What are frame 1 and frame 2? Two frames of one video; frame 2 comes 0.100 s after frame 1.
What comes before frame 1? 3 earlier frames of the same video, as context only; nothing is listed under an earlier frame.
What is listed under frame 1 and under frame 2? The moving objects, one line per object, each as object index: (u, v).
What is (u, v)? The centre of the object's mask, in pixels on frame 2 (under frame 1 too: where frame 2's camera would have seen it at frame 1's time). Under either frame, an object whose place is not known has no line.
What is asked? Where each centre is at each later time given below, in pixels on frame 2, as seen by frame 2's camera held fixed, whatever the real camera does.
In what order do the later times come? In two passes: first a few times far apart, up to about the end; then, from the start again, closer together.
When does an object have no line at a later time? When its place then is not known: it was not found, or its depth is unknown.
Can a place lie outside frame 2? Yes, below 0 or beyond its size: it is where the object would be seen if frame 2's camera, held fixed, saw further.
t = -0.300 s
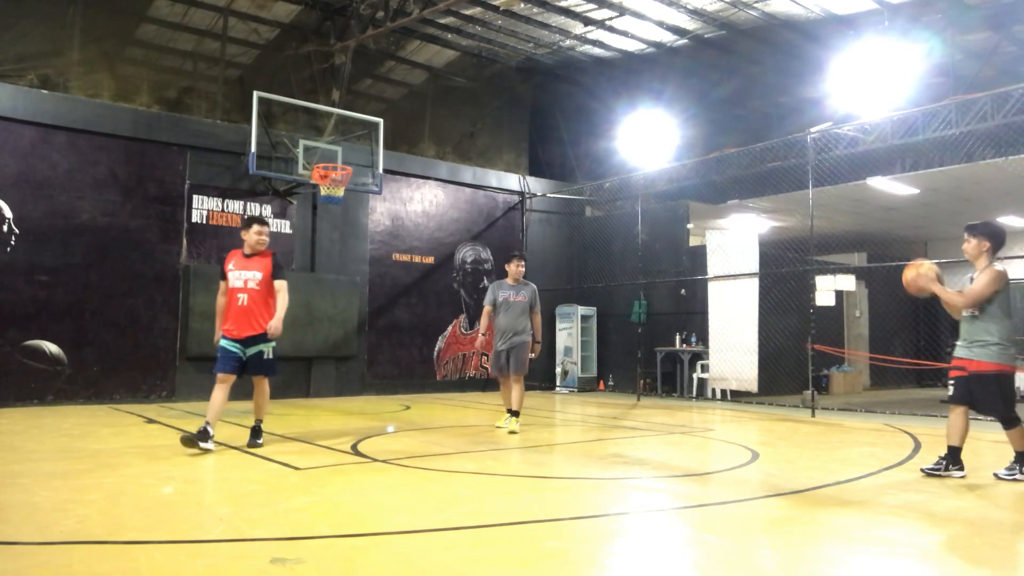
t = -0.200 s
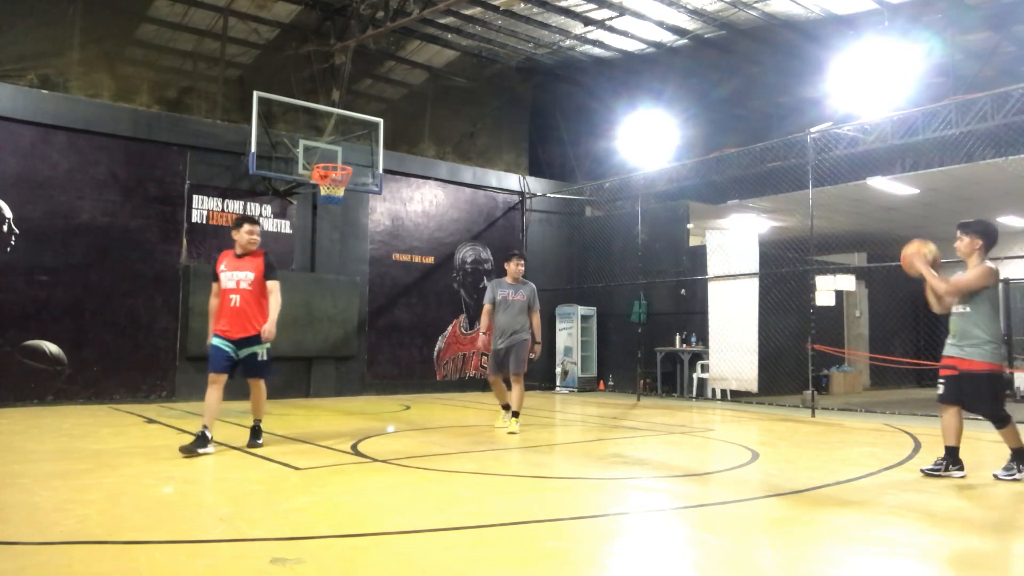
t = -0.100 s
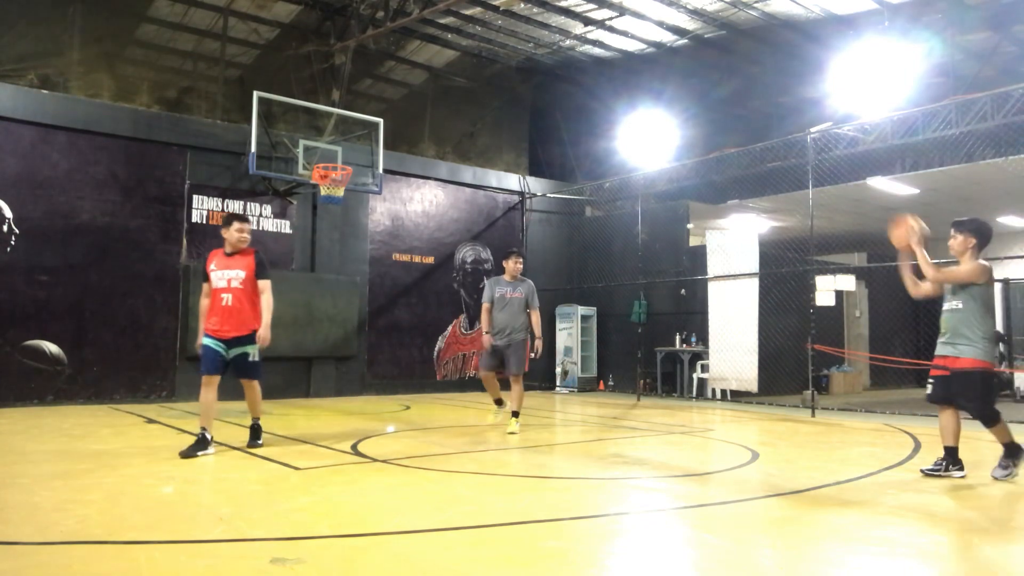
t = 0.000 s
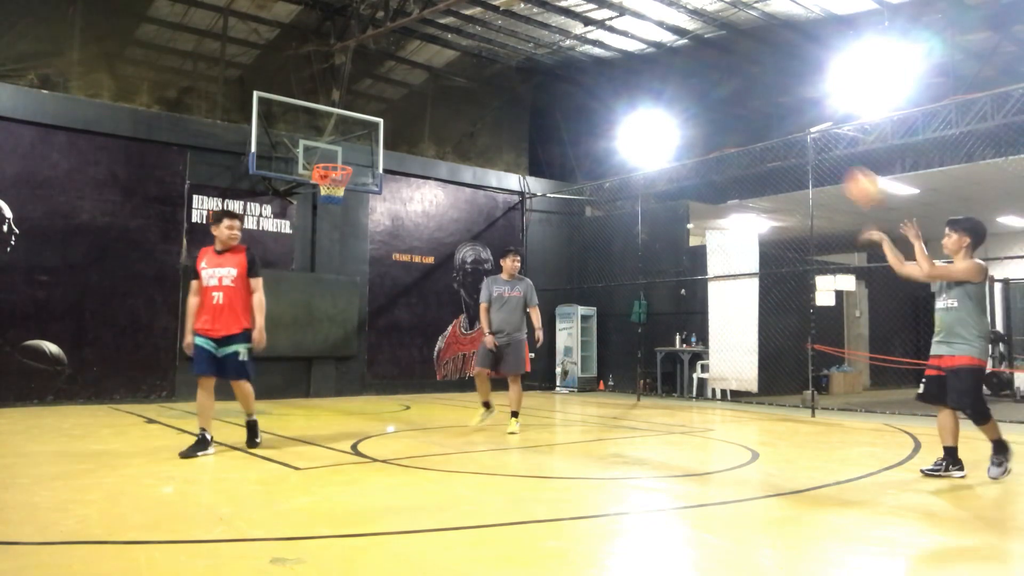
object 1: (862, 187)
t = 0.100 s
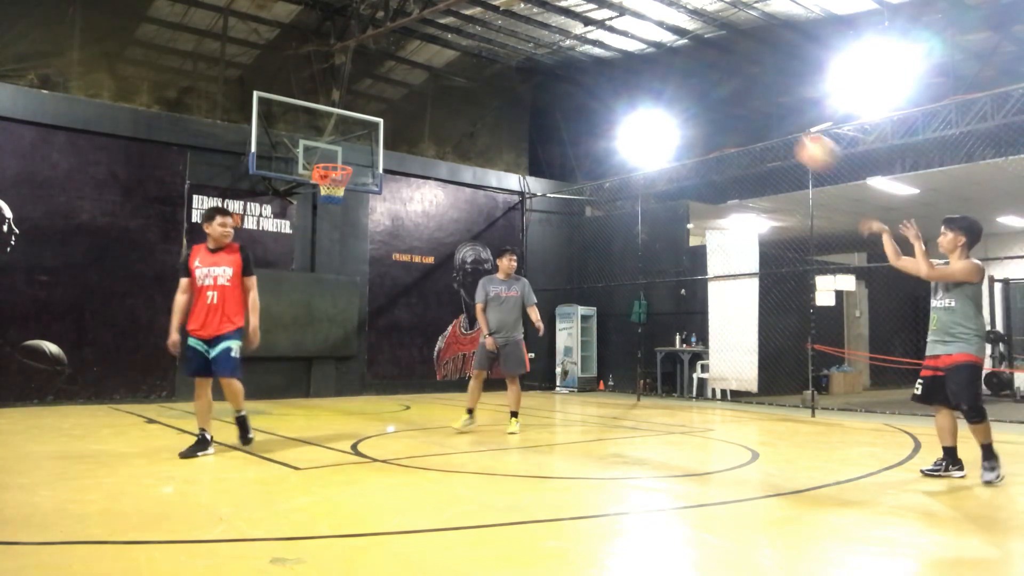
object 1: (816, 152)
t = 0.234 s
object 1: (758, 128)
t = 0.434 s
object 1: (683, 131)
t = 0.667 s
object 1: (593, 199)
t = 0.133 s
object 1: (800, 144)
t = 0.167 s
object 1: (786, 137)
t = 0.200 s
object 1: (771, 131)
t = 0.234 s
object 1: (758, 128)
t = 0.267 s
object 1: (744, 127)
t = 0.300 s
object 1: (730, 126)
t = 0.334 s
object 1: (716, 127)
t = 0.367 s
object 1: (703, 129)
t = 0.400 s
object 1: (694, 131)
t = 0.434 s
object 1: (683, 131)
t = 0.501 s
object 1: (652, 152)
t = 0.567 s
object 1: (621, 169)
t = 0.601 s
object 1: (615, 176)
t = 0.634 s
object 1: (605, 186)
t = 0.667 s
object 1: (593, 199)
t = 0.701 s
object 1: (582, 213)
